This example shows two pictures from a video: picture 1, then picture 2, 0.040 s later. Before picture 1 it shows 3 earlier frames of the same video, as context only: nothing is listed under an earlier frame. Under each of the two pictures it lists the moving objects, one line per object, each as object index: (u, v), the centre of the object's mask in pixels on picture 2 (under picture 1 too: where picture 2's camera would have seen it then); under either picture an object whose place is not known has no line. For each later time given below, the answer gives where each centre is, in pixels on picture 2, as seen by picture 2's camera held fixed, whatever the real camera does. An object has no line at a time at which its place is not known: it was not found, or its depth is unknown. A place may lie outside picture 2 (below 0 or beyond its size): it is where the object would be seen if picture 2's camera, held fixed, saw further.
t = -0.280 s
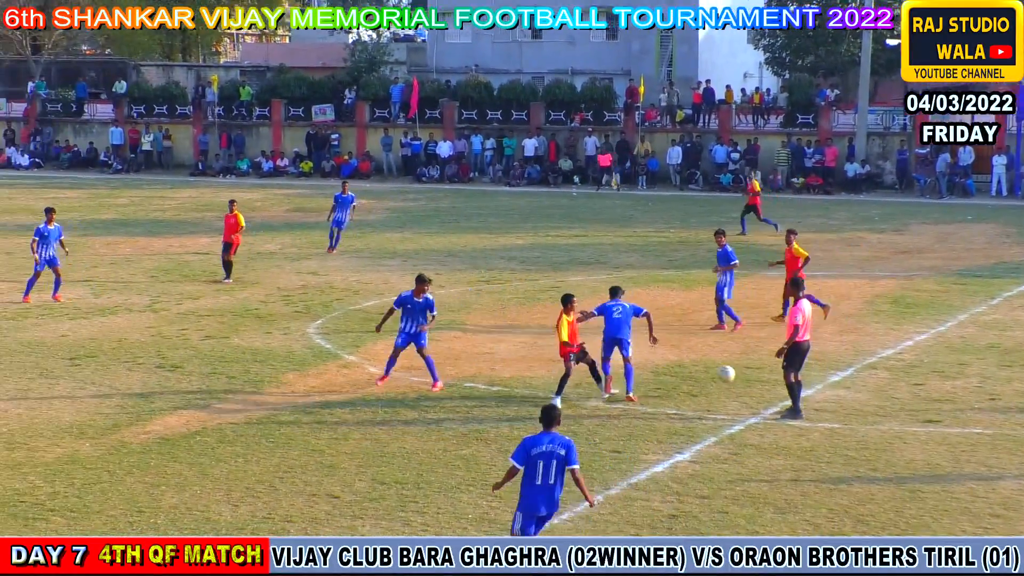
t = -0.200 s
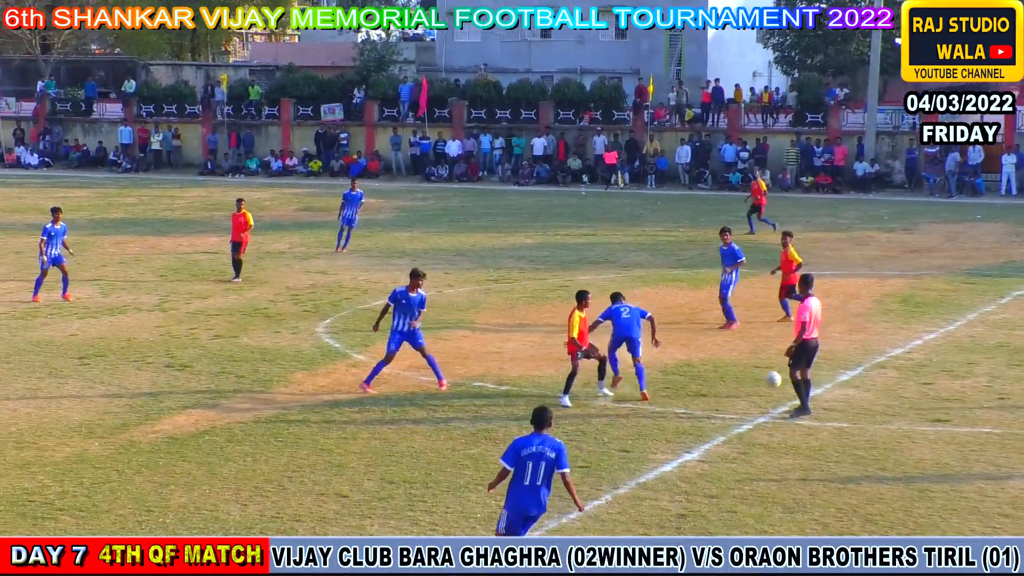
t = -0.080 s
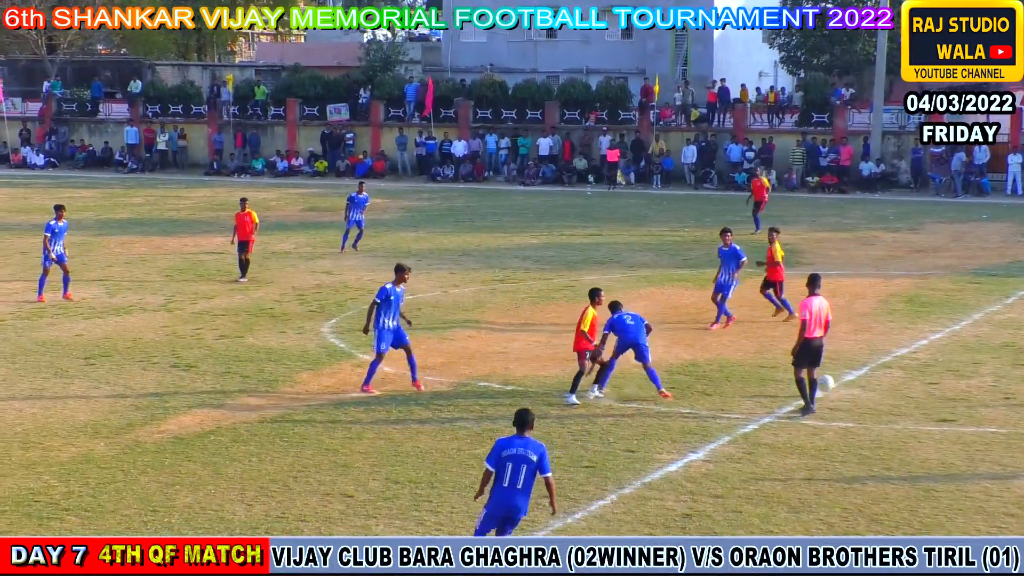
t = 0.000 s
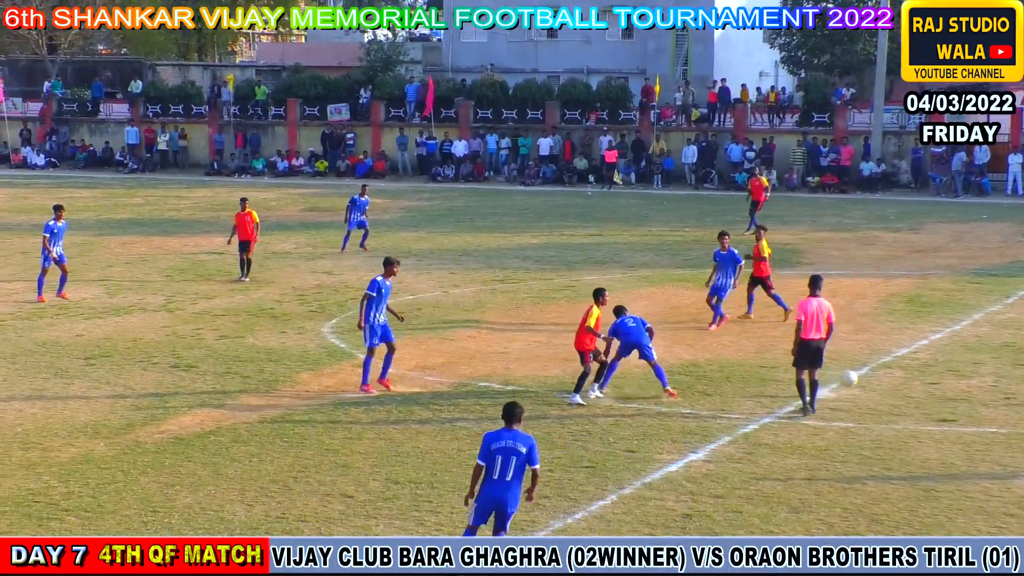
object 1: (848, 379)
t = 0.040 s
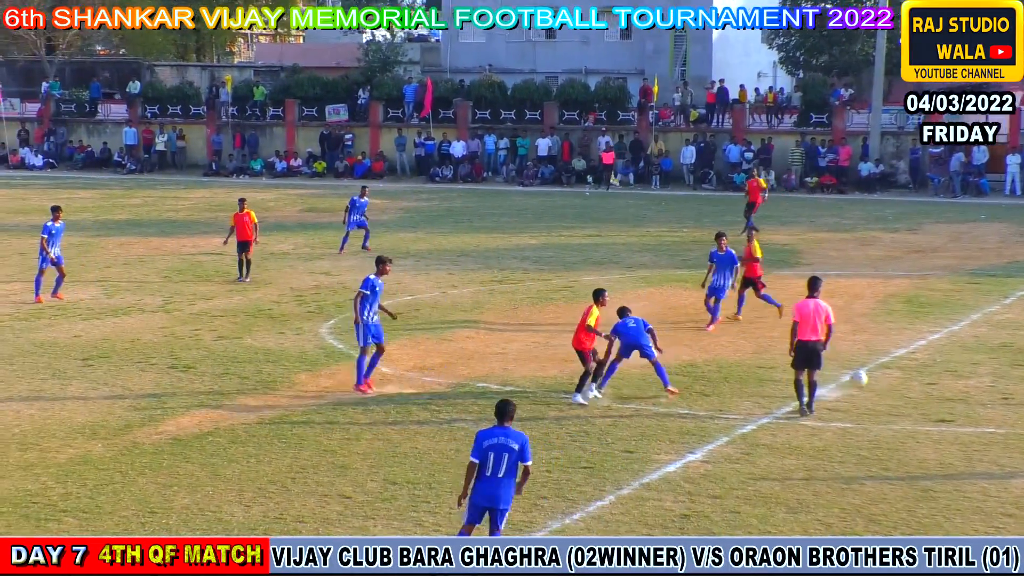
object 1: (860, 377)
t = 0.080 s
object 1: (872, 378)
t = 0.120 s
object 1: (882, 382)
